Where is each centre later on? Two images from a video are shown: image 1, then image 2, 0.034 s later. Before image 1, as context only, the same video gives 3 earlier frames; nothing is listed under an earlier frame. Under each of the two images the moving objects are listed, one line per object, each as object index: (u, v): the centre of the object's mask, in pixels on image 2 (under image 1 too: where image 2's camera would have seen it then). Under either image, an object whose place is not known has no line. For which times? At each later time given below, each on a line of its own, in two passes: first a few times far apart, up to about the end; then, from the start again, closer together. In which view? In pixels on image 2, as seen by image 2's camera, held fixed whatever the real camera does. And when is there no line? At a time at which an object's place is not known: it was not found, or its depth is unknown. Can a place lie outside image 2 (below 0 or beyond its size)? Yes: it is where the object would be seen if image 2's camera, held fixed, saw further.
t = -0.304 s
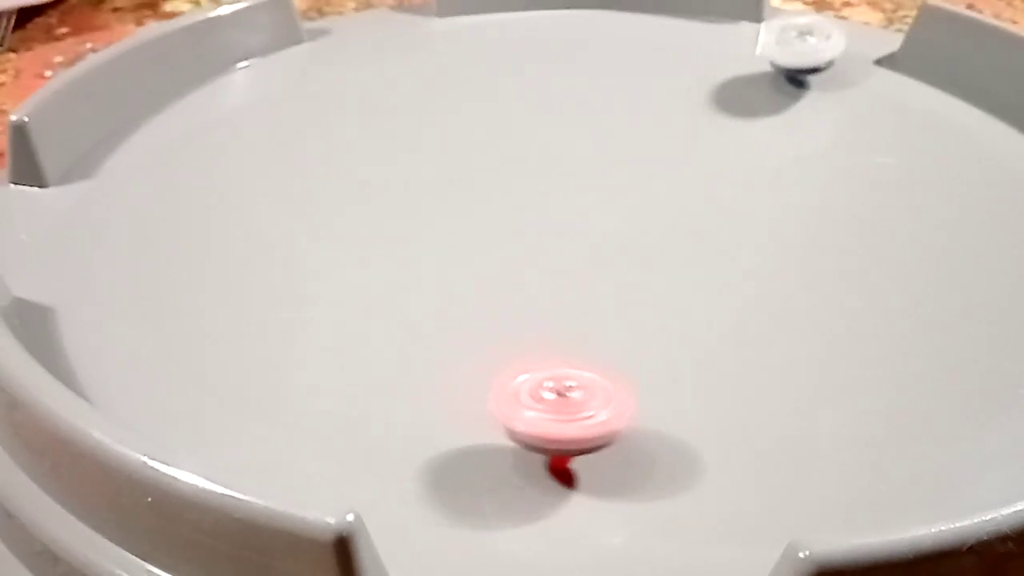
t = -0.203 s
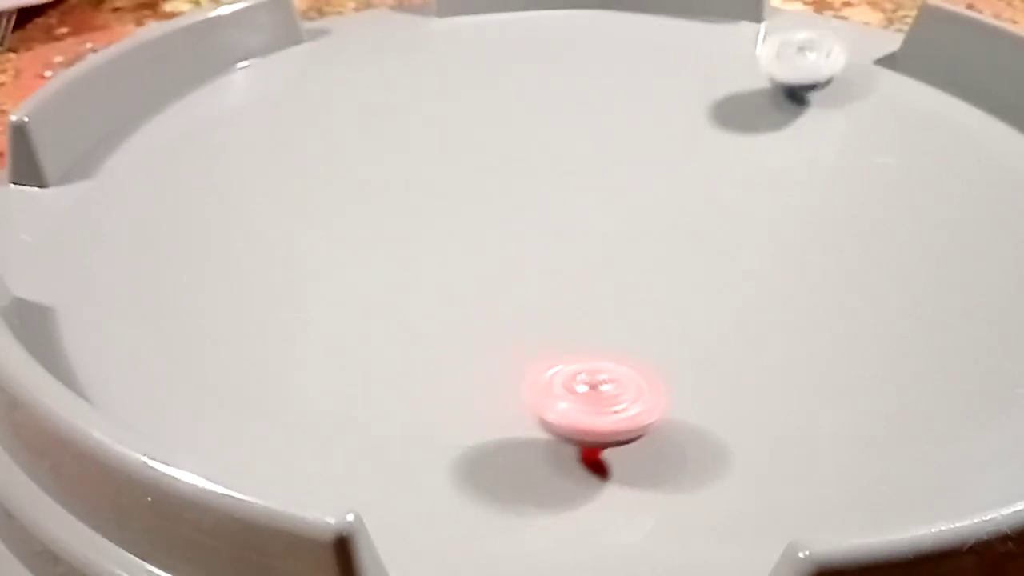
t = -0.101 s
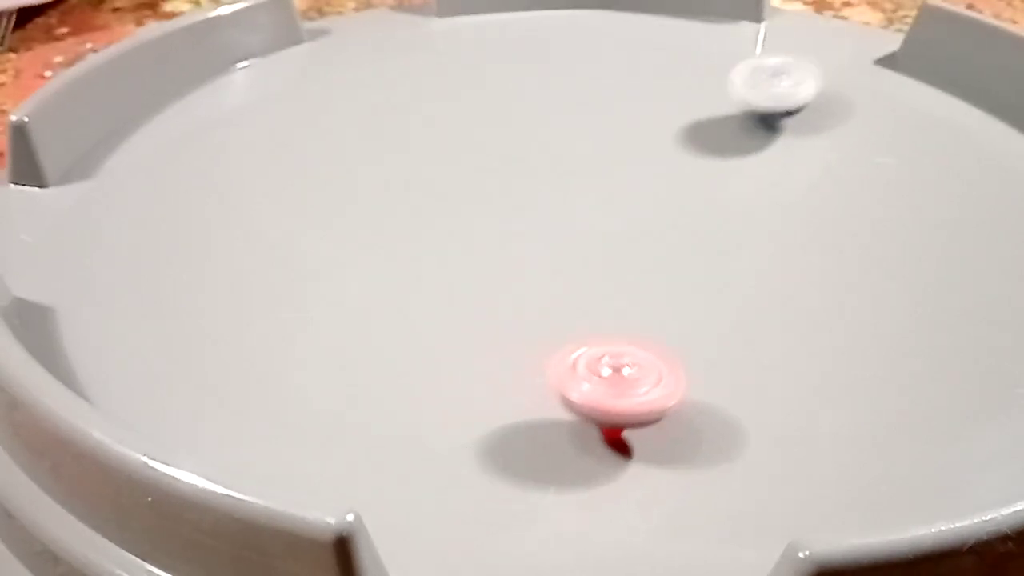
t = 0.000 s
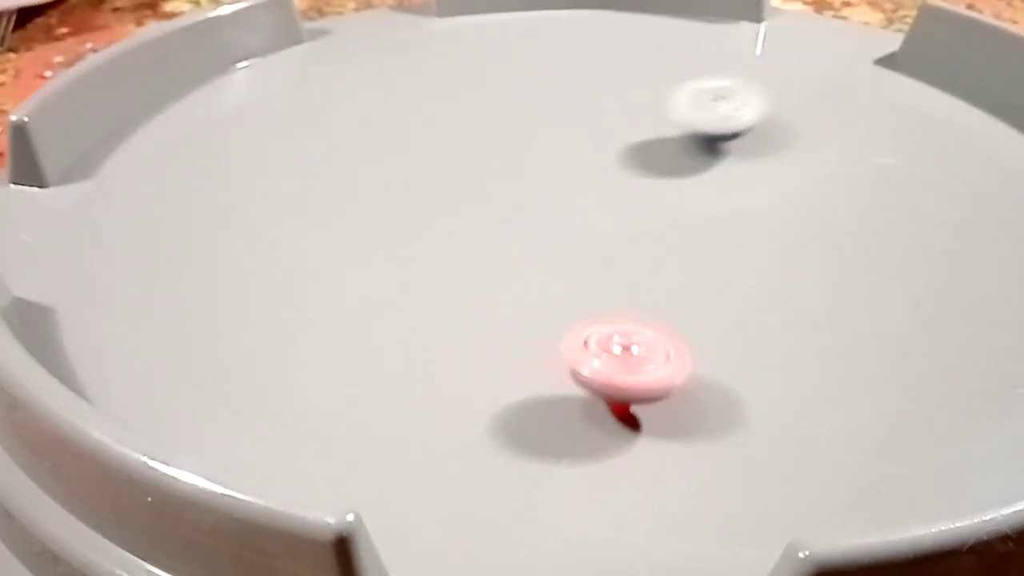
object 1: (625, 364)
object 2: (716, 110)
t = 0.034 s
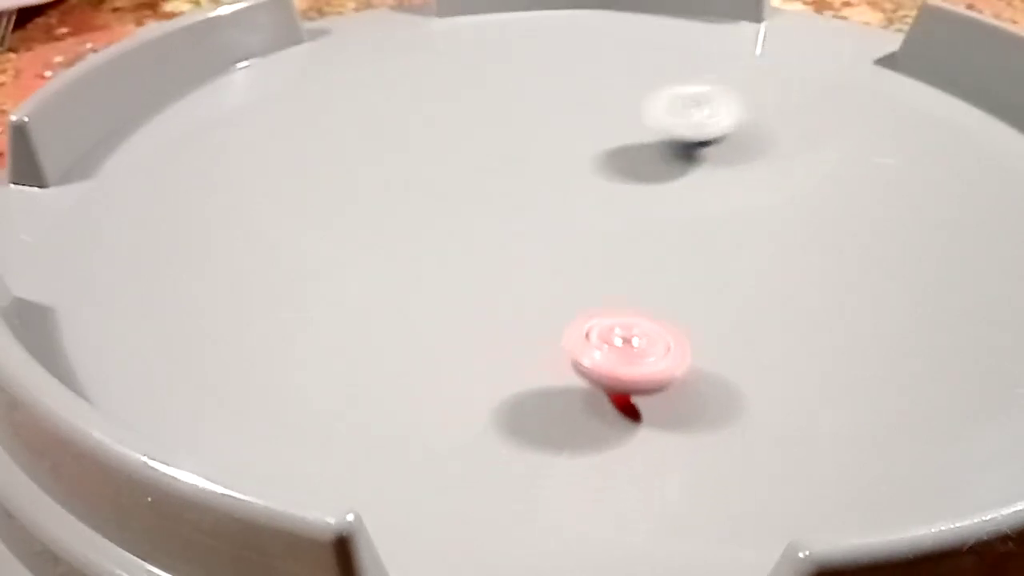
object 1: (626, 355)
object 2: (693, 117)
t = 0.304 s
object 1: (623, 284)
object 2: (482, 145)
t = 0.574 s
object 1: (636, 211)
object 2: (313, 137)
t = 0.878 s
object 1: (650, 135)
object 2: (313, 133)
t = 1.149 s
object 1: (665, 92)
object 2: (421, 195)
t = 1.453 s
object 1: (666, 64)
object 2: (566, 297)
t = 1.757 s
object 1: (654, 84)
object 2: (673, 363)
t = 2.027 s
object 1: (661, 120)
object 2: (717, 336)
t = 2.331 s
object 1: (656, 171)
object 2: (779, 255)
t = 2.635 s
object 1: (616, 219)
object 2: (828, 178)
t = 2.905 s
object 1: (562, 250)
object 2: (817, 137)
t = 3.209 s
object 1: (472, 267)
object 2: (746, 121)
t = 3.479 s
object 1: (401, 259)
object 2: (642, 119)
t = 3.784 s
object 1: (376, 231)
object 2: (526, 119)
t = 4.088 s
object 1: (412, 197)
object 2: (451, 132)
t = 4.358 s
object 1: (446, 249)
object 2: (463, 99)
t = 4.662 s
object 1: (523, 303)
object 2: (582, 65)
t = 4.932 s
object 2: (693, 111)
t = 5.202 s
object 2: (740, 185)
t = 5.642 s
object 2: (729, 231)
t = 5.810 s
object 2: (711, 187)
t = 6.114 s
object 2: (670, 126)
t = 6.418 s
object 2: (639, 94)
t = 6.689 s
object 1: (712, 229)
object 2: (614, 108)
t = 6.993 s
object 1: (738, 154)
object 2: (551, 151)
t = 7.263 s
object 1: (780, 104)
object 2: (501, 195)
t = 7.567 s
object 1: (803, 76)
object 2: (471, 239)
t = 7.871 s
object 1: (788, 93)
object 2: (488, 272)
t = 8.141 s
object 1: (735, 130)
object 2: (546, 272)
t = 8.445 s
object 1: (631, 169)
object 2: (640, 249)
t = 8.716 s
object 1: (511, 180)
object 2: (716, 220)
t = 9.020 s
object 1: (400, 166)
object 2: (777, 187)
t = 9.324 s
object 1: (357, 142)
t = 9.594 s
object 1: (380, 131)
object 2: (730, 163)
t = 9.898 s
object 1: (453, 141)
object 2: (637, 158)
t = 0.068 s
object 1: (626, 347)
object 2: (666, 123)
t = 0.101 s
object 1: (626, 339)
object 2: (641, 127)
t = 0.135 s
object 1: (626, 330)
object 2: (613, 132)
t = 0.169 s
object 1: (626, 321)
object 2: (587, 135)
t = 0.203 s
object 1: (626, 312)
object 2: (560, 138)
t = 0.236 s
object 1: (625, 302)
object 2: (534, 141)
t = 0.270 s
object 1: (624, 293)
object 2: (507, 143)
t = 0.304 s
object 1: (623, 284)
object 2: (482, 145)
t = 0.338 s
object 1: (621, 274)
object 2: (456, 145)
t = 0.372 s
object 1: (621, 266)
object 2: (432, 146)
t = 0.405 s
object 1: (621, 256)
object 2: (408, 146)
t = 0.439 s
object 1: (622, 247)
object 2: (385, 145)
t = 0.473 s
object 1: (625, 238)
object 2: (364, 144)
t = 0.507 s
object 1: (628, 229)
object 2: (344, 142)
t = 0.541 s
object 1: (632, 221)
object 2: (328, 140)
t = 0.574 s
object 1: (636, 211)
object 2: (313, 137)
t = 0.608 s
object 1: (638, 202)
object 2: (302, 135)
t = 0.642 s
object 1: (642, 191)
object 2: (292, 132)
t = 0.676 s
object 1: (643, 183)
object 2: (286, 131)
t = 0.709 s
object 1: (644, 174)
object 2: (284, 129)
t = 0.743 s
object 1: (644, 165)
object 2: (284, 128)
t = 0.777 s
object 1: (645, 158)
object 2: (286, 128)
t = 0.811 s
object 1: (646, 149)
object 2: (292, 128)
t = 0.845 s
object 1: (647, 141)
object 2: (301, 130)
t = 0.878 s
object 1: (650, 135)
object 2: (313, 133)
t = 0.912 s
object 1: (653, 128)
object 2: (325, 138)
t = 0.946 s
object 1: (656, 123)
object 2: (337, 144)
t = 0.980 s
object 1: (658, 118)
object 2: (350, 150)
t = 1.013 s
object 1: (659, 112)
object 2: (363, 158)
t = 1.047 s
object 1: (661, 106)
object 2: (378, 166)
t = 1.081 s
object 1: (663, 102)
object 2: (392, 176)
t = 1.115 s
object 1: (665, 97)
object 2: (406, 184)
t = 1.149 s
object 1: (665, 92)
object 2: (421, 195)
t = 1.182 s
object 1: (666, 89)
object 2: (436, 206)
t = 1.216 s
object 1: (667, 85)
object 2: (451, 217)
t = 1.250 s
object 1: (668, 80)
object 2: (466, 227)
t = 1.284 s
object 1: (668, 78)
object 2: (482, 240)
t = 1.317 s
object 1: (669, 73)
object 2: (497, 251)
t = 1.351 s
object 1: (669, 70)
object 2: (513, 263)
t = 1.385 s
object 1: (668, 68)
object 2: (531, 274)
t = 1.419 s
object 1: (668, 66)
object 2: (549, 286)
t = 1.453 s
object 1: (666, 64)
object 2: (566, 297)
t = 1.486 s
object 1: (664, 63)
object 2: (582, 308)
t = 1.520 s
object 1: (663, 62)
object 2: (596, 317)
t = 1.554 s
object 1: (662, 64)
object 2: (608, 327)
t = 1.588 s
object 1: (660, 66)
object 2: (620, 336)
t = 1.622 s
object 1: (659, 69)
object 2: (632, 342)
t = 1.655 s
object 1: (655, 73)
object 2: (642, 349)
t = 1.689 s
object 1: (654, 76)
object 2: (654, 354)
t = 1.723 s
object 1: (654, 80)
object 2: (664, 359)
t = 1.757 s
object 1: (654, 84)
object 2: (673, 363)
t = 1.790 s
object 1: (655, 87)
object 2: (681, 364)
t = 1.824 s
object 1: (655, 92)
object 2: (688, 365)
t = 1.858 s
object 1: (656, 97)
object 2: (693, 363)
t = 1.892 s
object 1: (658, 101)
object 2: (699, 361)
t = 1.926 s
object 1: (659, 106)
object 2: (704, 357)
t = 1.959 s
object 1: (659, 110)
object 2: (707, 351)
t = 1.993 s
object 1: (660, 115)
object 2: (713, 344)
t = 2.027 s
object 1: (661, 120)
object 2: (717, 336)
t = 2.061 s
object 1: (662, 125)
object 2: (723, 328)
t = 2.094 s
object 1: (662, 130)
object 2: (730, 319)
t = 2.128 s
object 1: (663, 136)
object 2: (737, 311)
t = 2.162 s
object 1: (663, 140)
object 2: (743, 302)
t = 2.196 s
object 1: (663, 146)
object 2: (750, 293)
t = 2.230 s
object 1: (663, 154)
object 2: (758, 285)
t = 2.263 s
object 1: (661, 159)
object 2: (765, 274)
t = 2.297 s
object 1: (660, 164)
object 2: (772, 264)
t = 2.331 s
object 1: (656, 171)
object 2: (779, 255)
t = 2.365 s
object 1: (653, 177)
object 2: (786, 246)
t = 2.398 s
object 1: (649, 184)
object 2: (794, 237)
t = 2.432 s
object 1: (645, 189)
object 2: (801, 226)
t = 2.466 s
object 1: (640, 195)
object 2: (807, 218)
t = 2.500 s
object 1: (636, 200)
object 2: (812, 209)
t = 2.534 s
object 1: (631, 205)
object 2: (817, 201)
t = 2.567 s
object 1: (626, 210)
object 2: (822, 192)
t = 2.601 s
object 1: (621, 214)
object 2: (825, 184)
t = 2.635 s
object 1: (616, 219)
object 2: (828, 178)
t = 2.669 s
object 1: (611, 223)
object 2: (829, 171)
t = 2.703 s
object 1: (605, 228)
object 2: (831, 166)
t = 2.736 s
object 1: (599, 232)
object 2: (831, 160)
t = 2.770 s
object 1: (592, 237)
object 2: (829, 155)
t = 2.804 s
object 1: (585, 241)
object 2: (828, 150)
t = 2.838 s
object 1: (578, 244)
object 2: (825, 145)
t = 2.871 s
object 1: (571, 248)
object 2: (821, 141)
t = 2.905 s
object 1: (562, 250)
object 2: (817, 137)
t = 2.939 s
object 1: (553, 254)
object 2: (812, 134)
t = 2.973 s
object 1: (544, 256)
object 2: (806, 131)
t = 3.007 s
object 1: (534, 259)
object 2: (800, 129)
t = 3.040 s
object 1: (524, 261)
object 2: (794, 127)
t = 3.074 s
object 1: (514, 263)
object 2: (786, 126)
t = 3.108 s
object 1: (504, 265)
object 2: (778, 124)
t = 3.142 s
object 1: (493, 266)
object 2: (767, 123)
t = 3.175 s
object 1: (482, 267)
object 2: (756, 122)
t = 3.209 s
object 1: (472, 267)
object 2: (746, 121)
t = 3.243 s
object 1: (463, 267)
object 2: (734, 121)
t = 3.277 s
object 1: (452, 266)
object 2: (721, 120)
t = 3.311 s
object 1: (442, 266)
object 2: (709, 120)
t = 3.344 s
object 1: (434, 264)
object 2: (695, 120)
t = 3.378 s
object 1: (424, 263)
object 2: (682, 120)
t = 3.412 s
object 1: (416, 262)
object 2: (669, 120)
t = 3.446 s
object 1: (408, 261)
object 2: (656, 119)
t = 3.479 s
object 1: (401, 259)
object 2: (642, 119)
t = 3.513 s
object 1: (395, 255)
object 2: (629, 119)
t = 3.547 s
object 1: (390, 253)
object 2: (616, 119)
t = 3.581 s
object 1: (384, 250)
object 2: (603, 118)
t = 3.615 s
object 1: (380, 248)
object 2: (588, 118)
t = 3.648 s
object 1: (377, 245)
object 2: (574, 118)
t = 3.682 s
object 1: (376, 241)
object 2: (561, 118)
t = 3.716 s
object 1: (377, 237)
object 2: (550, 119)
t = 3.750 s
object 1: (376, 234)
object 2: (538, 119)
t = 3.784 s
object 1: (376, 231)
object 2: (526, 119)
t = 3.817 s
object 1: (378, 227)
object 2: (516, 120)
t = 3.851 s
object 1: (380, 223)
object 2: (505, 121)
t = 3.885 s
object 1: (382, 219)
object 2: (496, 122)
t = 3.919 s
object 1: (386, 215)
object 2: (486, 123)
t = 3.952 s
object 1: (392, 211)
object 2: (476, 124)
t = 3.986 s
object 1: (395, 209)
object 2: (469, 126)
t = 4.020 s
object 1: (401, 205)
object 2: (462, 127)
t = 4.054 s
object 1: (407, 201)
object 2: (456, 130)
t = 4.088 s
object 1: (412, 197)
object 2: (451, 132)
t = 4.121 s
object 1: (418, 194)
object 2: (446, 132)
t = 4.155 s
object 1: (425, 192)
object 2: (442, 133)
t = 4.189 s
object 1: (431, 190)
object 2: (438, 135)
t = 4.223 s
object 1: (435, 194)
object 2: (436, 133)
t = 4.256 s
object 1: (434, 211)
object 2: (443, 126)
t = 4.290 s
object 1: (435, 228)
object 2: (448, 115)
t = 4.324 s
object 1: (440, 239)
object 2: (454, 107)
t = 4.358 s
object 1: (446, 249)
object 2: (463, 99)
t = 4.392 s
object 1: (455, 256)
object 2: (472, 92)
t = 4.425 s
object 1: (462, 263)
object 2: (482, 86)
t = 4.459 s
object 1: (472, 267)
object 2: (493, 80)
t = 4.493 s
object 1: (479, 274)
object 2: (505, 74)
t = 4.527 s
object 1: (489, 279)
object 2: (519, 69)
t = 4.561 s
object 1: (497, 285)
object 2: (534, 67)
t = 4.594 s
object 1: (505, 291)
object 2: (550, 64)
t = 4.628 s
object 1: (514, 297)
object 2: (566, 64)
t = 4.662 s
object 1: (523, 303)
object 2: (582, 65)
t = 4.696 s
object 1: (532, 308)
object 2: (599, 67)
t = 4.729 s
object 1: (543, 314)
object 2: (615, 71)
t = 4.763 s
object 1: (553, 320)
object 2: (631, 76)
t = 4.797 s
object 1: (562, 325)
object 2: (645, 81)
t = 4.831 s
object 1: (572, 330)
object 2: (658, 87)
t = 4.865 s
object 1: (582, 334)
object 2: (671, 95)
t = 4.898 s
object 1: (592, 339)
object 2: (682, 103)
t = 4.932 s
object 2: (693, 111)
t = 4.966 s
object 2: (702, 120)
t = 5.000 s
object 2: (710, 129)
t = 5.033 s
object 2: (717, 139)
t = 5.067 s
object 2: (723, 147)
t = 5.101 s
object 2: (728, 157)
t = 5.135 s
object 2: (732, 166)
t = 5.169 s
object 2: (737, 175)
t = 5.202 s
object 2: (740, 185)
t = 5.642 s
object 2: (729, 231)
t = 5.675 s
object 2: (727, 221)
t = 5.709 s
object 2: (723, 212)
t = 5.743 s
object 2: (719, 203)
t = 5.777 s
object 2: (715, 195)
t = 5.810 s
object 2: (711, 187)
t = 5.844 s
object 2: (706, 180)
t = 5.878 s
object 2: (702, 172)
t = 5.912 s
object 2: (697, 165)
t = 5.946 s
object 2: (694, 157)
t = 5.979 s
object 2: (689, 151)
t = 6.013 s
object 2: (684, 144)
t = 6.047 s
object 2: (680, 138)
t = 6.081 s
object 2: (674, 132)
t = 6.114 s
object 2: (670, 126)
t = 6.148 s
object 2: (666, 121)
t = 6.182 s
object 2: (662, 116)
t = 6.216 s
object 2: (660, 112)
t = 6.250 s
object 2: (657, 108)
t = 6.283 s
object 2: (654, 104)
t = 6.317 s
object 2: (650, 101)
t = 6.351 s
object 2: (647, 98)
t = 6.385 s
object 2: (643, 96)
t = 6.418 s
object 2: (639, 94)
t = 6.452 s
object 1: (734, 298)
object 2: (636, 93)
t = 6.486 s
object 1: (729, 288)
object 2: (635, 93)
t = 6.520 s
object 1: (725, 277)
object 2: (633, 94)
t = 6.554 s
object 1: (720, 267)
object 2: (631, 95)
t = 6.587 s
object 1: (716, 257)
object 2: (627, 98)
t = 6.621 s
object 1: (714, 247)
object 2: (623, 101)
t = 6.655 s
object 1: (713, 238)
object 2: (618, 104)
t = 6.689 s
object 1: (712, 229)
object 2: (614, 108)
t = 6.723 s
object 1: (713, 220)
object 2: (609, 112)
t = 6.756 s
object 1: (715, 211)
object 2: (603, 115)
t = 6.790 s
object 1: (716, 201)
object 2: (596, 120)
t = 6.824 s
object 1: (718, 193)
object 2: (588, 125)
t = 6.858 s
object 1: (721, 185)
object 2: (582, 130)
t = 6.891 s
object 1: (725, 176)
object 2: (574, 135)
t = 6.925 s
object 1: (729, 168)
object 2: (566, 140)
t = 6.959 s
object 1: (733, 162)
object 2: (558, 145)
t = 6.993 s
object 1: (738, 154)
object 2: (551, 151)
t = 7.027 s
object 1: (744, 147)
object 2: (544, 156)
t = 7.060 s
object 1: (749, 140)
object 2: (537, 162)
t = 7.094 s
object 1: (755, 133)
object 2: (531, 168)
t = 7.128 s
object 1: (760, 126)
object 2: (525, 173)
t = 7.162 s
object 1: (765, 121)
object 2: (519, 178)
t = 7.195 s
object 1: (770, 115)
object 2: (513, 184)
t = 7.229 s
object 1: (775, 109)
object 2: (507, 190)
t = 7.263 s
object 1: (780, 104)
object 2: (501, 195)
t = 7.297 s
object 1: (784, 99)
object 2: (495, 200)
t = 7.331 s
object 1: (788, 95)
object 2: (491, 205)
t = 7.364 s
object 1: (791, 91)
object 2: (486, 210)
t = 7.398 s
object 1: (794, 87)
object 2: (481, 215)
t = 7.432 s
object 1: (796, 84)
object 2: (478, 220)
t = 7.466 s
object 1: (798, 81)
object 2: (475, 225)
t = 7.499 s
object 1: (800, 79)
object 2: (472, 229)
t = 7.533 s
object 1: (802, 77)
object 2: (472, 234)
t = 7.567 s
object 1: (803, 76)
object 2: (471, 239)
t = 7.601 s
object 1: (804, 75)
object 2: (470, 245)
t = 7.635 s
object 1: (805, 75)
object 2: (471, 249)
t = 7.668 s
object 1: (804, 77)
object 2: (472, 254)
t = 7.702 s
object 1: (802, 78)
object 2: (472, 258)
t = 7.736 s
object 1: (800, 80)
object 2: (475, 262)
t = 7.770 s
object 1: (798, 83)
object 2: (476, 264)
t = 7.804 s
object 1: (794, 86)
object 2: (480, 267)
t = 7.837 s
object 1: (792, 90)
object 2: (485, 270)
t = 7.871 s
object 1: (788, 93)
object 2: (488, 272)
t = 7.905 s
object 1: (783, 97)
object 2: (494, 274)
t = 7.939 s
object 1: (779, 101)
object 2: (499, 276)
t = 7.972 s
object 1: (773, 106)
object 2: (503, 276)
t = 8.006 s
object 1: (766, 111)
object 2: (510, 275)
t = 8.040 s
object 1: (759, 115)
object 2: (516, 275)
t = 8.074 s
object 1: (752, 120)
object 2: (526, 274)
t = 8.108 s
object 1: (744, 125)
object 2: (535, 273)
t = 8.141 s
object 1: (735, 130)
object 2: (546, 272)
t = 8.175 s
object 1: (727, 135)
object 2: (555, 270)
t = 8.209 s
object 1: (717, 140)
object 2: (565, 268)
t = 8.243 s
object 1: (706, 145)
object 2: (577, 267)
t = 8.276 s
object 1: (697, 150)
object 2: (587, 265)
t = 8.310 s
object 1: (685, 154)
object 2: (598, 262)
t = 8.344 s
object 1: (672, 159)
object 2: (609, 259)
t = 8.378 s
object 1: (659, 163)
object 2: (619, 256)
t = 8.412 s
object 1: (646, 166)
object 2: (630, 253)
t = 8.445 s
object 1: (631, 169)
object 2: (640, 249)
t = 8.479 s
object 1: (616, 171)
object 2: (649, 247)
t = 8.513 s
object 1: (601, 174)
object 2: (659, 243)
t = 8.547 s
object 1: (587, 176)
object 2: (670, 240)
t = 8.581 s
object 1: (570, 177)
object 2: (680, 235)
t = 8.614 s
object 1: (555, 178)
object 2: (689, 233)
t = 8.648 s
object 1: (541, 179)
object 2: (698, 229)
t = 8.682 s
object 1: (525, 180)
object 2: (707, 225)
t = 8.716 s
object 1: (511, 180)
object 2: (716, 220)
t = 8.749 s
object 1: (497, 180)
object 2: (725, 217)
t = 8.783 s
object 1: (482, 180)
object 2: (732, 213)
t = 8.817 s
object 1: (469, 179)
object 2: (741, 209)
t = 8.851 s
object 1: (454, 178)
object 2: (747, 205)
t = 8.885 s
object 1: (442, 176)
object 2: (754, 201)
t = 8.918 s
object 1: (431, 173)
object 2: (759, 197)
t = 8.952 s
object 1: (420, 170)
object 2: (767, 194)
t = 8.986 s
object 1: (408, 169)
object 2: (772, 190)
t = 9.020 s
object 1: (400, 166)
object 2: (777, 187)
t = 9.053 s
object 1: (390, 163)
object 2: (780, 184)
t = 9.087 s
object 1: (385, 160)
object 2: (784, 181)
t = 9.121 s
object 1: (378, 158)
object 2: (786, 179)
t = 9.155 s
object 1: (371, 155)
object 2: (787, 176)
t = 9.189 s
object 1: (367, 152)
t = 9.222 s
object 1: (364, 149)
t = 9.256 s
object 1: (361, 147)
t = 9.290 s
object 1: (358, 145)
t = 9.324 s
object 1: (357, 142)
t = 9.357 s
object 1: (357, 140)
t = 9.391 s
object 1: (358, 138)
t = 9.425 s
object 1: (359, 136)
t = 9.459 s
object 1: (361, 134)
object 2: (766, 165)
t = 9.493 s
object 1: (365, 133)
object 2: (759, 165)
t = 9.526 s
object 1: (369, 132)
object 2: (748, 164)
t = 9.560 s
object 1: (374, 131)
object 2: (740, 164)
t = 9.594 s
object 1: (380, 131)
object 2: (730, 163)
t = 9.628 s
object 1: (387, 131)
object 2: (719, 162)
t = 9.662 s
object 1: (394, 132)
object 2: (710, 161)
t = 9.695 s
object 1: (401, 131)
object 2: (699, 160)
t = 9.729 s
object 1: (408, 132)
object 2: (688, 160)
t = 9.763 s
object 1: (417, 135)
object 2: (678, 159)
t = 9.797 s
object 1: (424, 135)
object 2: (668, 158)
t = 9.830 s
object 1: (432, 137)
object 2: (657, 159)
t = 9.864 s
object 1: (442, 139)
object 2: (647, 158)
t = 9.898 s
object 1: (453, 141)
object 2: (637, 158)
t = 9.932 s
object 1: (462, 145)
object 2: (626, 158)
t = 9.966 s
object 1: (473, 148)
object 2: (615, 158)
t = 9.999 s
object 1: (483, 151)
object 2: (606, 158)
